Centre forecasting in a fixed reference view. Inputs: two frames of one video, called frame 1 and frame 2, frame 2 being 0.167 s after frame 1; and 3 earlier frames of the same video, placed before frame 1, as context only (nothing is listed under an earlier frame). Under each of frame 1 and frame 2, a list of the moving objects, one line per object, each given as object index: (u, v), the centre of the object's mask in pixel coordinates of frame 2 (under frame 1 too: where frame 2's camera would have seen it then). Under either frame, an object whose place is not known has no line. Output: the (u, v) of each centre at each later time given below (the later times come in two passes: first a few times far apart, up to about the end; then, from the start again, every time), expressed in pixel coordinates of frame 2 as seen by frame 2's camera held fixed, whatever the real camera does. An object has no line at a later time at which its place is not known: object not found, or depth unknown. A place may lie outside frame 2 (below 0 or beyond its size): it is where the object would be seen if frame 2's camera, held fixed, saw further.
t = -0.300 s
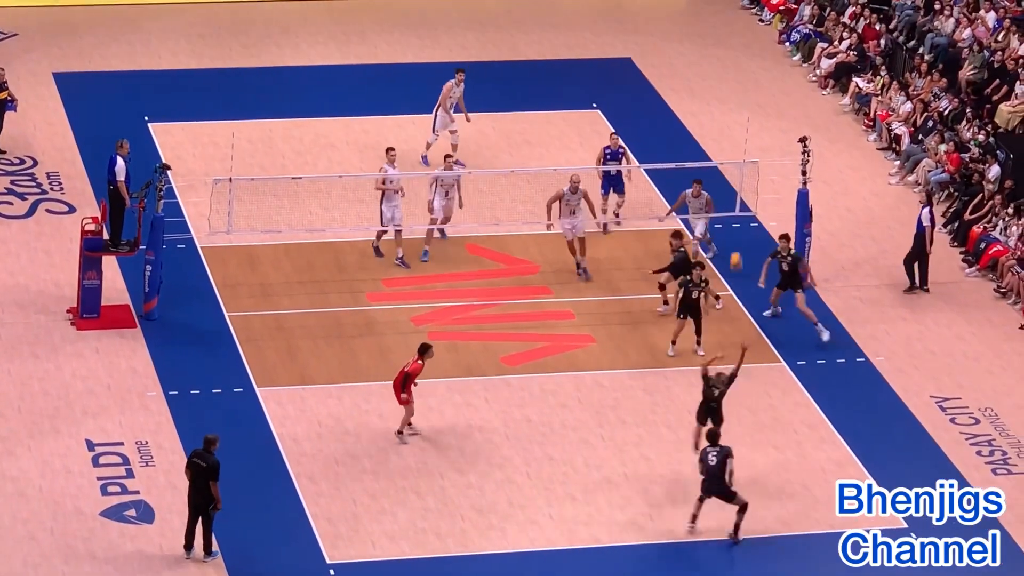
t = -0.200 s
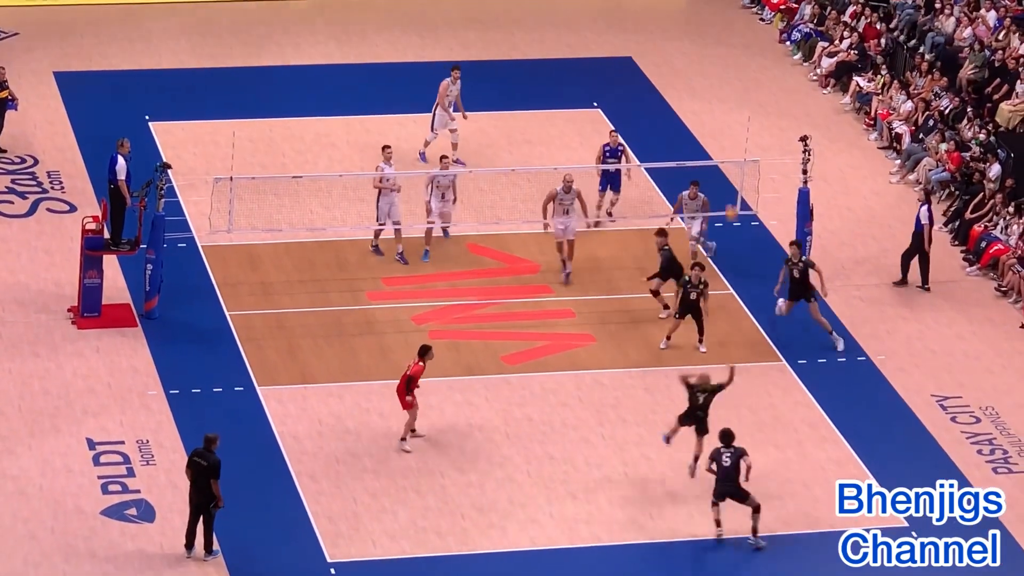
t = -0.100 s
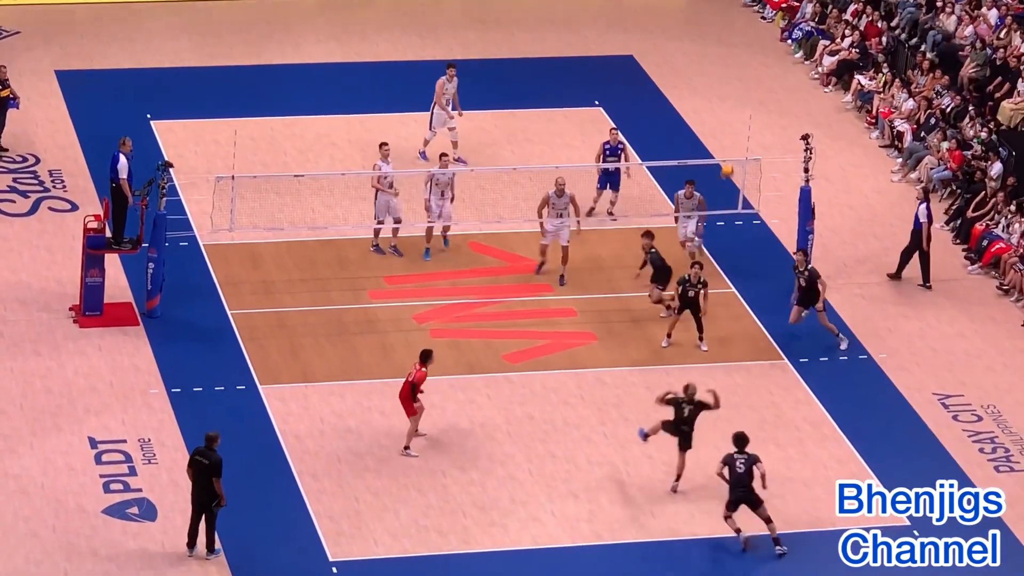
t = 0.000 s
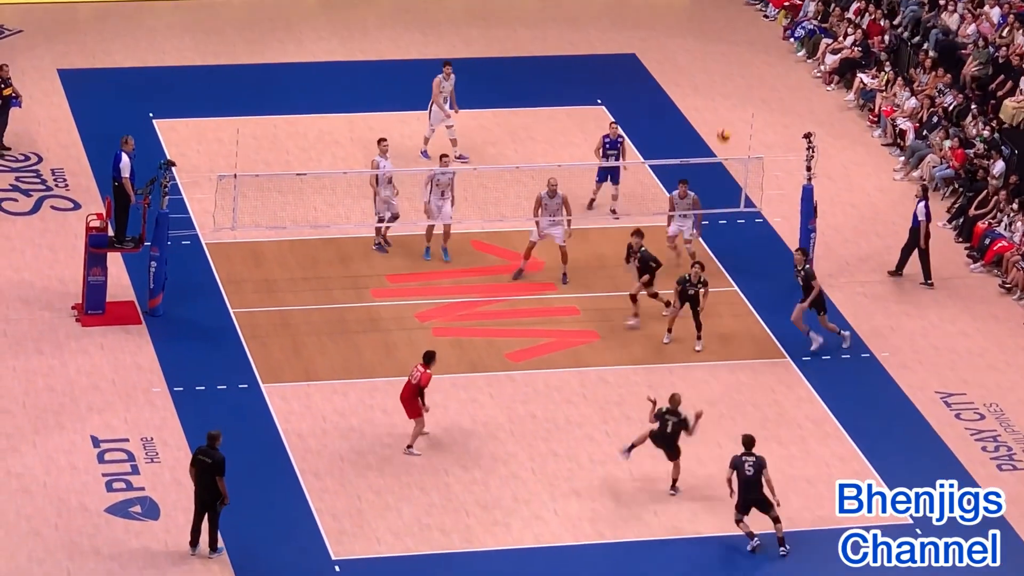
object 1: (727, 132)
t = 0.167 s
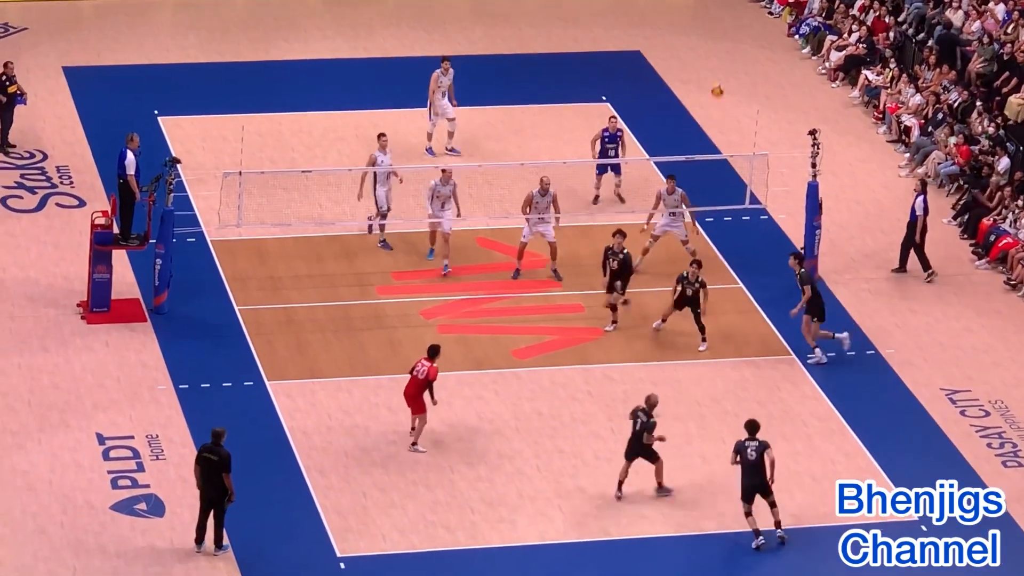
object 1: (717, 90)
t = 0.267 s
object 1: (710, 73)
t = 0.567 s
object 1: (687, 57)
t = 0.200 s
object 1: (714, 84)
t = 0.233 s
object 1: (712, 78)
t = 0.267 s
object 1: (710, 73)
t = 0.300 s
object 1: (707, 68)
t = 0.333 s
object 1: (705, 65)
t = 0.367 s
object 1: (702, 62)
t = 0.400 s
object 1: (700, 59)
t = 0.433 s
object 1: (698, 57)
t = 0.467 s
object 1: (695, 57)
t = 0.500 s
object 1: (693, 56)
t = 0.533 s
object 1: (690, 56)
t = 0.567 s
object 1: (687, 57)
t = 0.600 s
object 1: (685, 59)
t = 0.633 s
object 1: (682, 61)
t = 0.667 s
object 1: (680, 63)
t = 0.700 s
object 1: (677, 67)
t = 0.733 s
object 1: (674, 70)
